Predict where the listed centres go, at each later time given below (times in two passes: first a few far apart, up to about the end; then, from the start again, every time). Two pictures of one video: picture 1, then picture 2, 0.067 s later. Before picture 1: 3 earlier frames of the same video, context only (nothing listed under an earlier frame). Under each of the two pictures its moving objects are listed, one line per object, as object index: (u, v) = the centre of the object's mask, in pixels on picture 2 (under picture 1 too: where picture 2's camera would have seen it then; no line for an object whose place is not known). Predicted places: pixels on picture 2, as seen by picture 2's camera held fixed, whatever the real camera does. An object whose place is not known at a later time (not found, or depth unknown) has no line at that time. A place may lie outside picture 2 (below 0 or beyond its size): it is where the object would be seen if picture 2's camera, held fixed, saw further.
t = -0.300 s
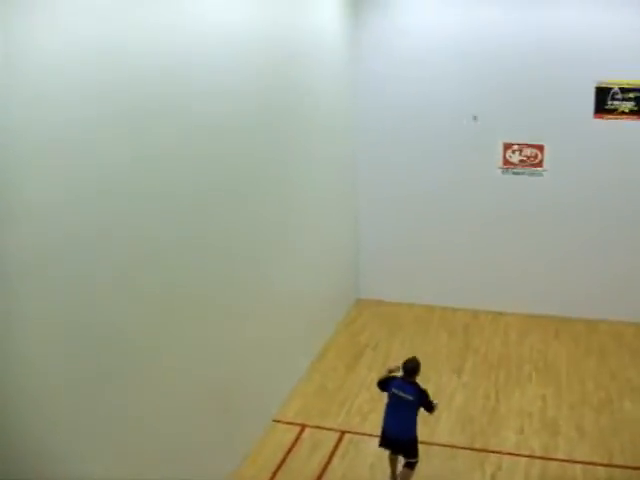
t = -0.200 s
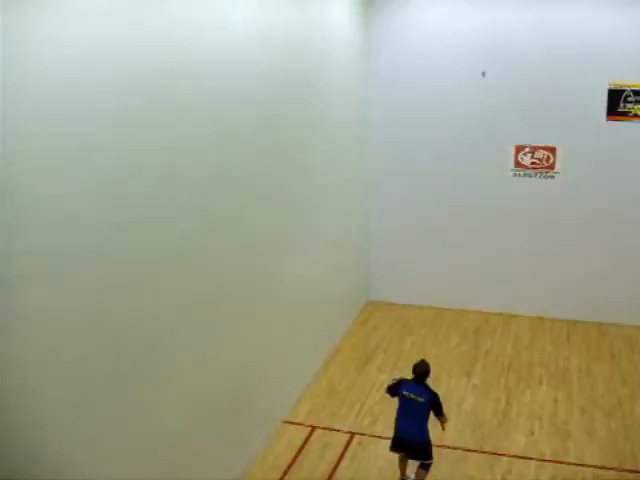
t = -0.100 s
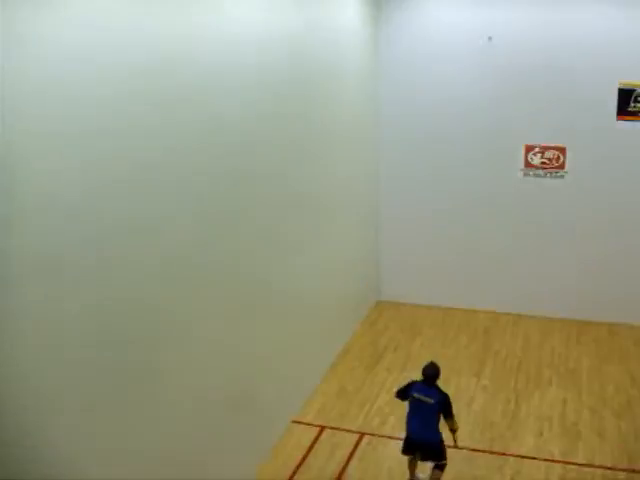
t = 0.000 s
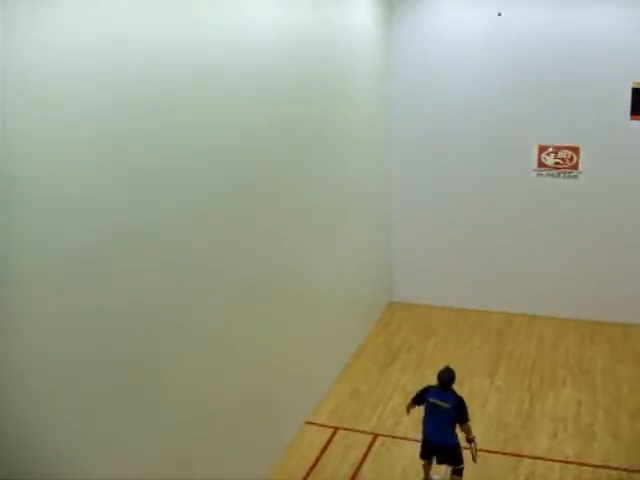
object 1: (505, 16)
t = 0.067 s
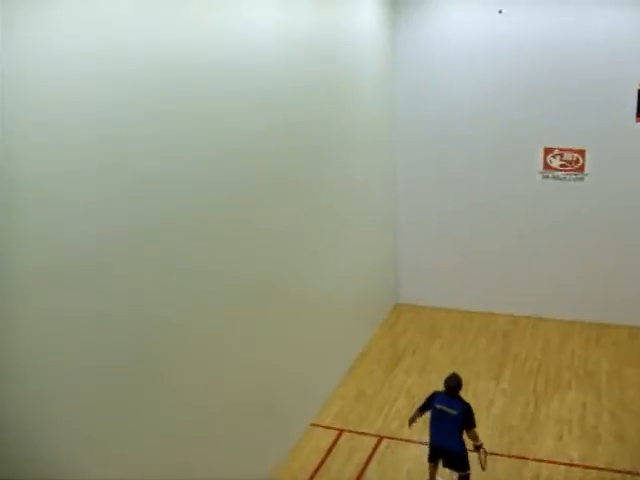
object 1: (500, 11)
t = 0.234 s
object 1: (483, 14)
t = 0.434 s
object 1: (459, 46)
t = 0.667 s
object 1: (423, 131)
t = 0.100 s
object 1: (496, 10)
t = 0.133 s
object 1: (493, 10)
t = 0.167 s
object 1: (490, 10)
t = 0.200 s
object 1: (487, 12)
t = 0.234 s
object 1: (483, 14)
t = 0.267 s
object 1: (480, 17)
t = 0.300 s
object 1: (476, 21)
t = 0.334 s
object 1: (472, 25)
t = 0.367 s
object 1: (468, 31)
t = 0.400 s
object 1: (463, 38)
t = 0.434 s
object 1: (459, 46)
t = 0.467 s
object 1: (454, 54)
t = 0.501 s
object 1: (450, 64)
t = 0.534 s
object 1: (445, 75)
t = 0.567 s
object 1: (440, 87)
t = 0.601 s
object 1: (434, 101)
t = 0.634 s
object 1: (429, 115)
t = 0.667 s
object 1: (423, 131)
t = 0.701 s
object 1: (418, 148)
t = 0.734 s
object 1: (413, 166)
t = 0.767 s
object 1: (407, 186)
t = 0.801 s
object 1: (401, 206)
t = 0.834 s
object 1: (395, 228)
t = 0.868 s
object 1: (389, 252)
